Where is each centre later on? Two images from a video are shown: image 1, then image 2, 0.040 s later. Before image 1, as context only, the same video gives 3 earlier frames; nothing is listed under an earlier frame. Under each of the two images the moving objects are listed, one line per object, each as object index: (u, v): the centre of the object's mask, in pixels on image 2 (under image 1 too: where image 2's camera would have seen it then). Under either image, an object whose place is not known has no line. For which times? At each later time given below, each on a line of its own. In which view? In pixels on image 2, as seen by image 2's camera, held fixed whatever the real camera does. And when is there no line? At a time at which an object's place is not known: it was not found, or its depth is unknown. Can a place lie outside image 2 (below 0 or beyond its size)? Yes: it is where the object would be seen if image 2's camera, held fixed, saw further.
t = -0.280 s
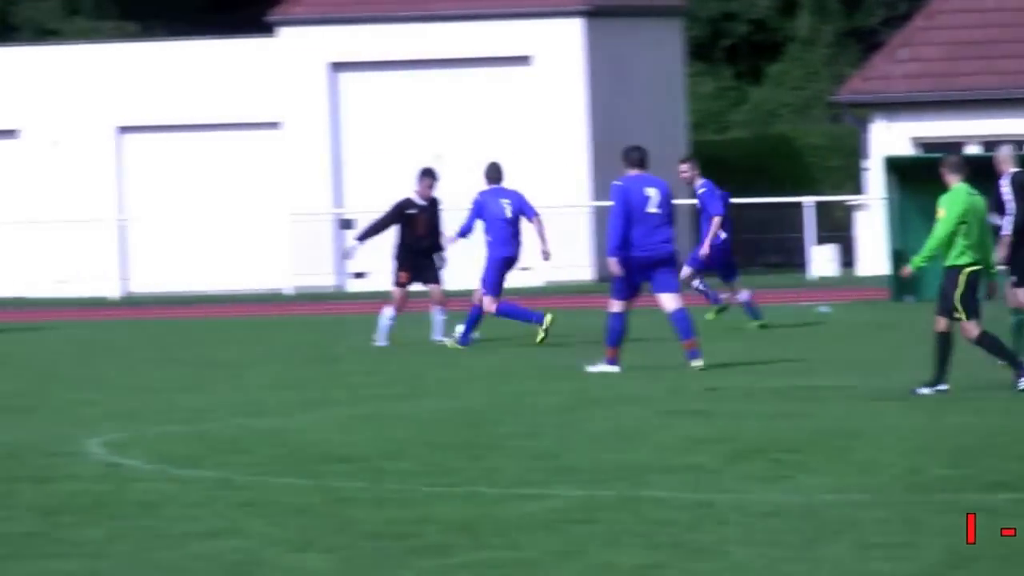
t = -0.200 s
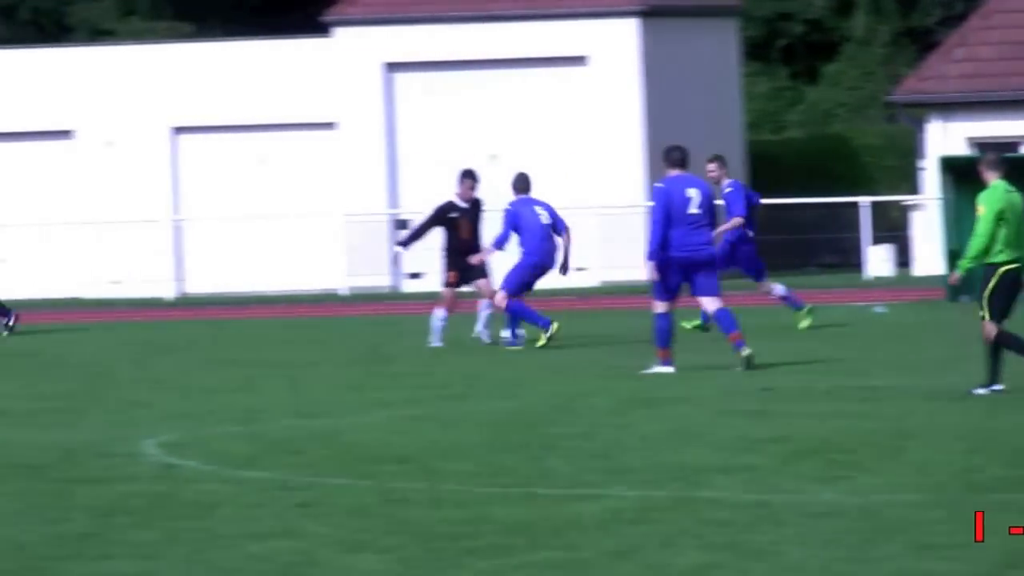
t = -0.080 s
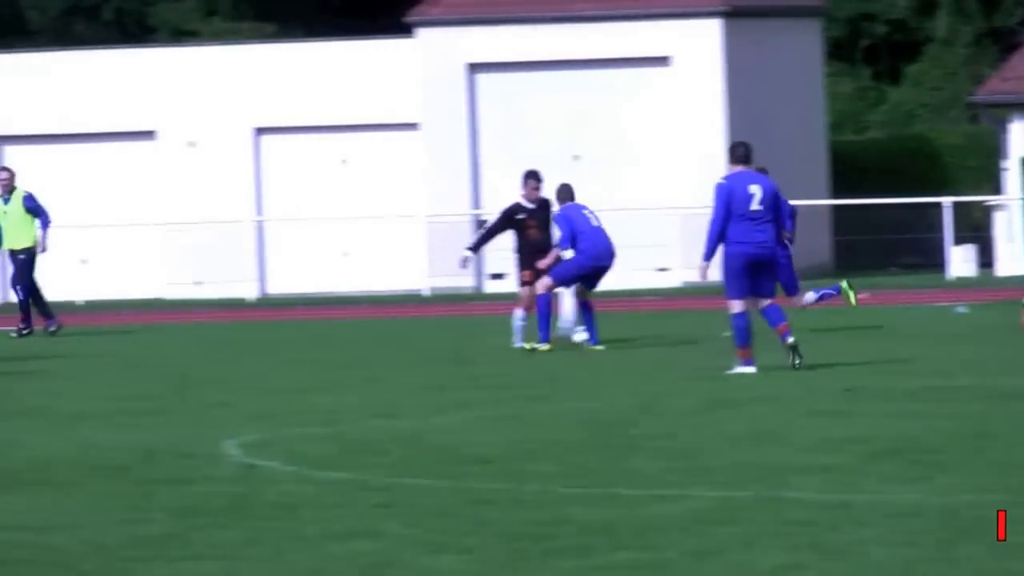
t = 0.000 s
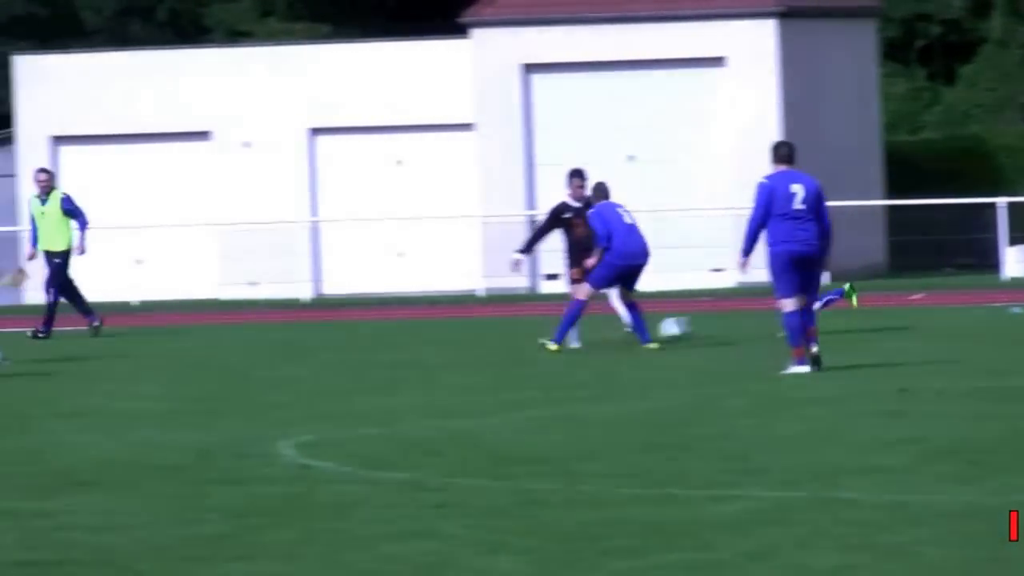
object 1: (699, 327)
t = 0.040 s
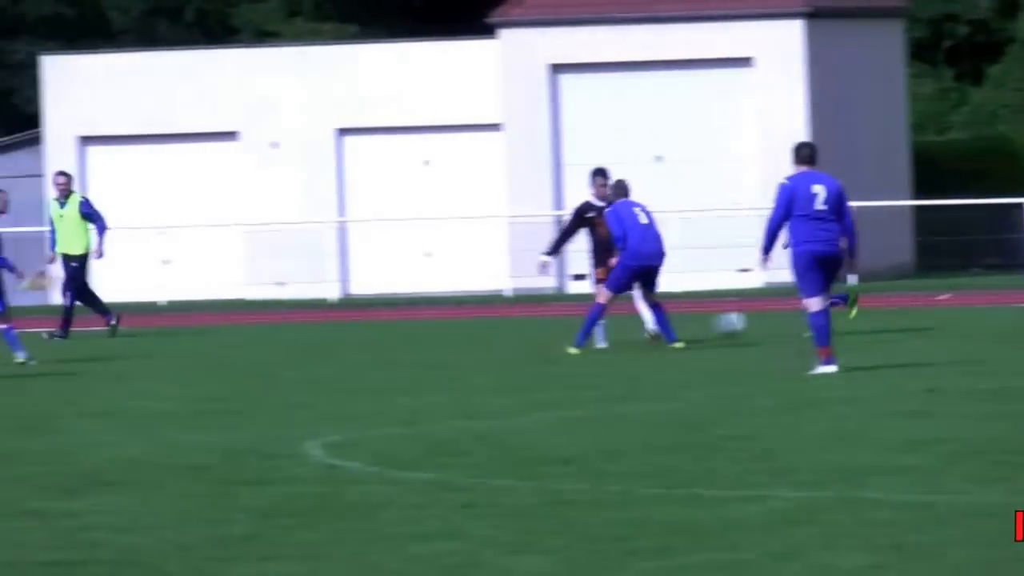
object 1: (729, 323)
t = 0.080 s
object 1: (752, 321)
